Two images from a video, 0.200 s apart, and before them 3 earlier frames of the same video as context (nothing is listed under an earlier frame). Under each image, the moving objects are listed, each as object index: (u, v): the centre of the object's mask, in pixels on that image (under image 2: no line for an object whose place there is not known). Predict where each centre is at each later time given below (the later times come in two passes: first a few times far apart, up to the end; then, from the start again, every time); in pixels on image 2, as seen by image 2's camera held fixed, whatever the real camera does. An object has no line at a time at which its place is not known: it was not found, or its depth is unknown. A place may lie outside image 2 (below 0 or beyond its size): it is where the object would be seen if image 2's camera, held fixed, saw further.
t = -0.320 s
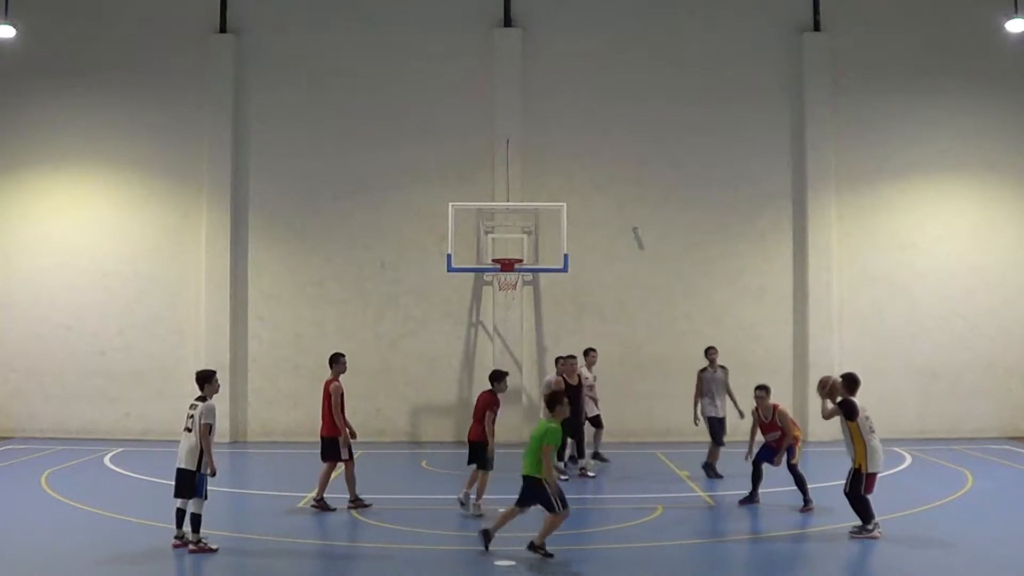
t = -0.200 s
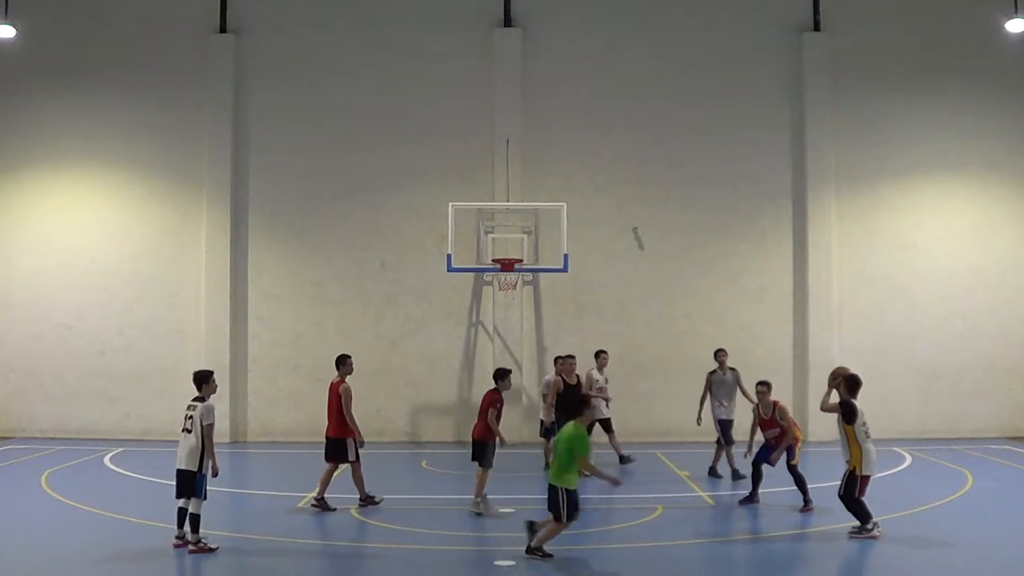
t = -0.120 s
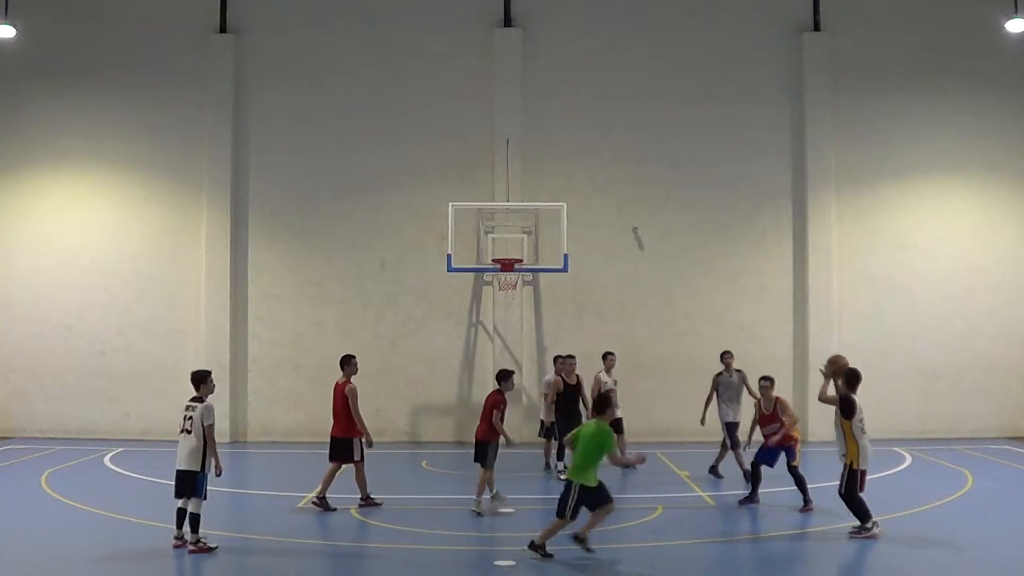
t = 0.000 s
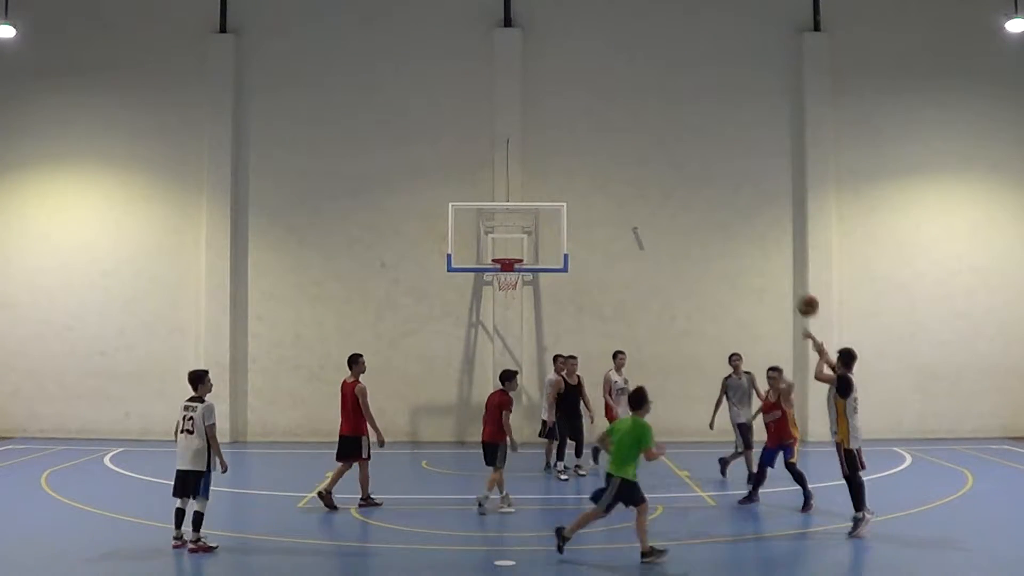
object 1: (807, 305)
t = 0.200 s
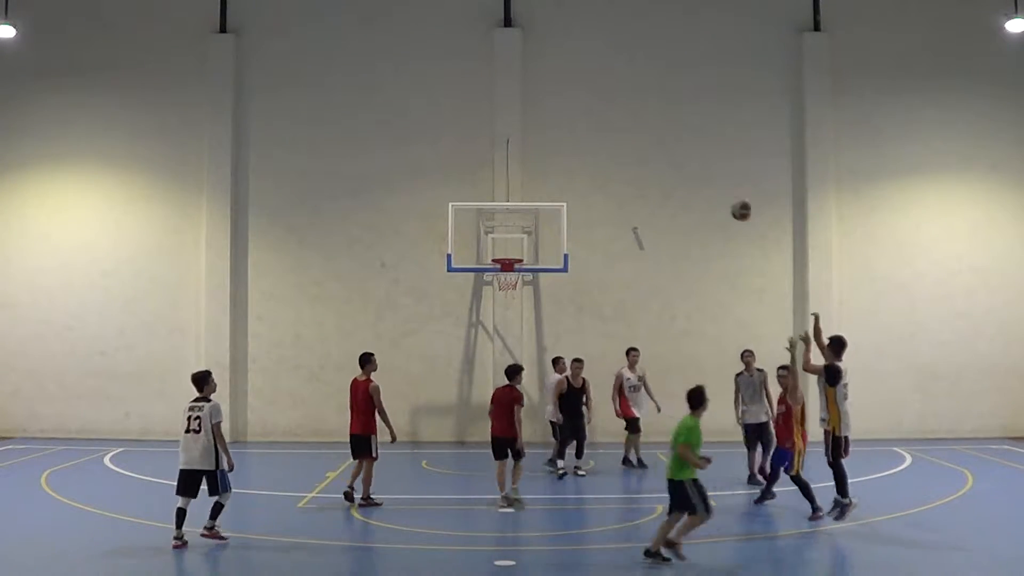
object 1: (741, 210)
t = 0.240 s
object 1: (729, 197)
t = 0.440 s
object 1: (673, 153)
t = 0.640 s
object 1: (625, 143)
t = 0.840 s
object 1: (582, 162)
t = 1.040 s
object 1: (544, 205)
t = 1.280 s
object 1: (506, 253)
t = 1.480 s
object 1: (493, 224)
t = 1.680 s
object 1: (481, 216)
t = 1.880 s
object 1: (468, 234)
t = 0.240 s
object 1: (729, 197)
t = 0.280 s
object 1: (717, 185)
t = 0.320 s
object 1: (706, 175)
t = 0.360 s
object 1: (694, 166)
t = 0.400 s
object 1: (684, 159)
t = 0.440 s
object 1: (673, 153)
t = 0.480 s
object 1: (663, 149)
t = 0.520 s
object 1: (653, 145)
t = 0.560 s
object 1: (643, 144)
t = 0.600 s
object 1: (634, 143)
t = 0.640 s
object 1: (625, 143)
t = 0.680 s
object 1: (616, 145)
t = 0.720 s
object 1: (607, 147)
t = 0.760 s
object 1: (599, 152)
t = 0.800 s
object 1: (590, 157)
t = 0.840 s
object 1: (582, 162)
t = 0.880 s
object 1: (574, 169)
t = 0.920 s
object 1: (566, 177)
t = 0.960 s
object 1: (559, 185)
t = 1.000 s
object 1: (551, 194)
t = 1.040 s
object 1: (544, 205)
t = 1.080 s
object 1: (537, 216)
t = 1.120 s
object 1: (529, 228)
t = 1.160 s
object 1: (523, 241)
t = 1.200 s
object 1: (516, 252)
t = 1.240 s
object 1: (511, 253)
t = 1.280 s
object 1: (506, 253)
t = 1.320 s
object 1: (502, 248)
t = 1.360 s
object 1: (500, 241)
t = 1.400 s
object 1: (498, 234)
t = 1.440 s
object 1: (495, 228)
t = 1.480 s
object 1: (493, 224)
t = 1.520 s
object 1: (490, 220)
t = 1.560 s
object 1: (488, 217)
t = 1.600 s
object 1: (486, 216)
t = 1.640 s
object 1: (483, 216)
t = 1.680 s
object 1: (481, 216)
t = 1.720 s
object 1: (478, 217)
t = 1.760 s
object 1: (476, 220)
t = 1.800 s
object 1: (473, 224)
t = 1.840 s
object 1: (471, 229)
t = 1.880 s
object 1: (468, 234)
